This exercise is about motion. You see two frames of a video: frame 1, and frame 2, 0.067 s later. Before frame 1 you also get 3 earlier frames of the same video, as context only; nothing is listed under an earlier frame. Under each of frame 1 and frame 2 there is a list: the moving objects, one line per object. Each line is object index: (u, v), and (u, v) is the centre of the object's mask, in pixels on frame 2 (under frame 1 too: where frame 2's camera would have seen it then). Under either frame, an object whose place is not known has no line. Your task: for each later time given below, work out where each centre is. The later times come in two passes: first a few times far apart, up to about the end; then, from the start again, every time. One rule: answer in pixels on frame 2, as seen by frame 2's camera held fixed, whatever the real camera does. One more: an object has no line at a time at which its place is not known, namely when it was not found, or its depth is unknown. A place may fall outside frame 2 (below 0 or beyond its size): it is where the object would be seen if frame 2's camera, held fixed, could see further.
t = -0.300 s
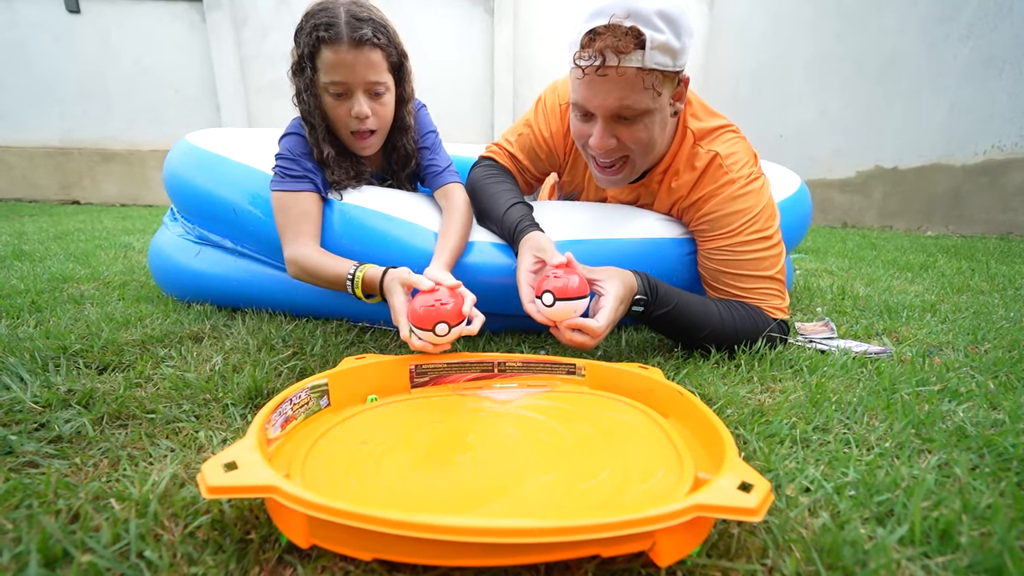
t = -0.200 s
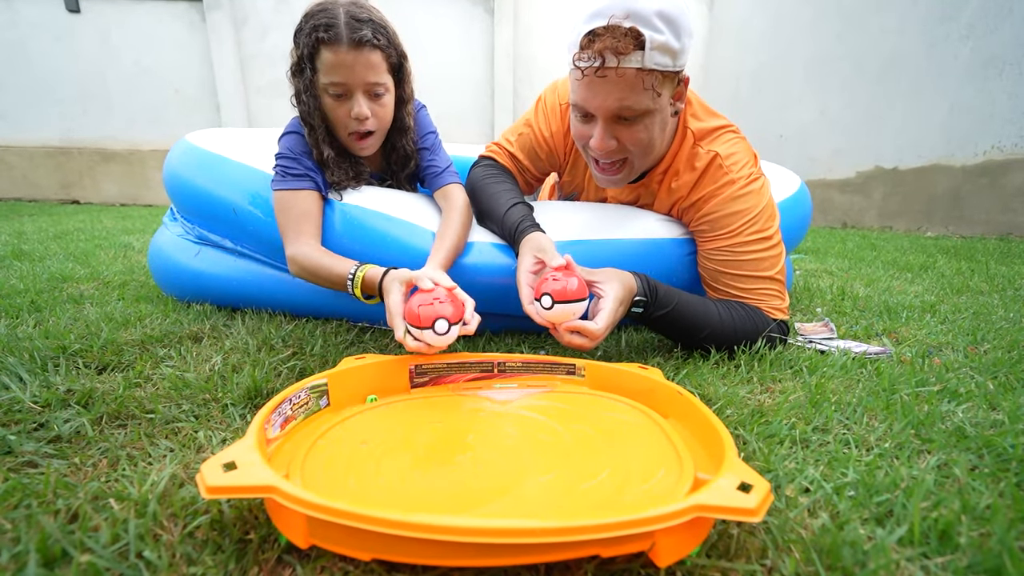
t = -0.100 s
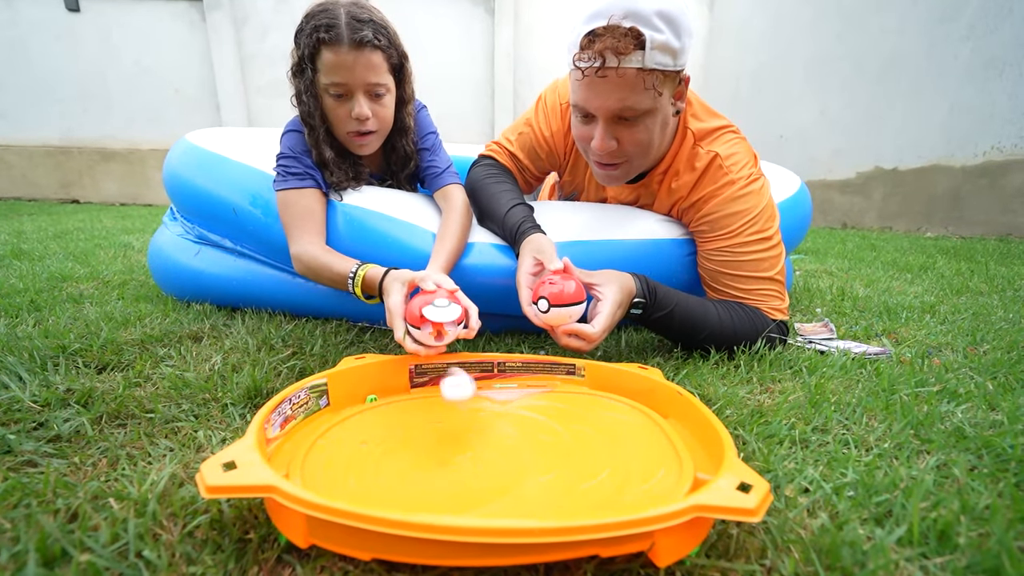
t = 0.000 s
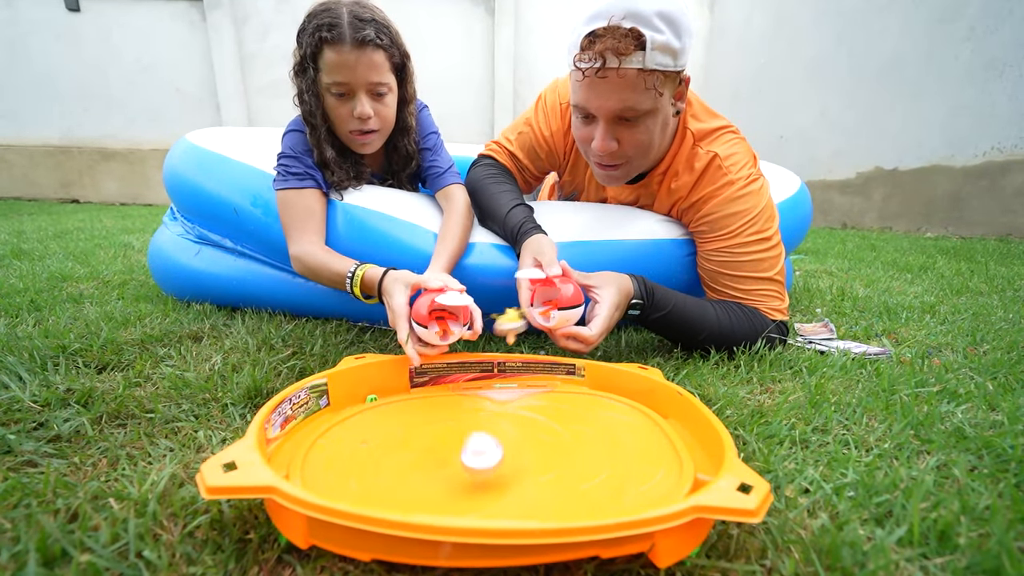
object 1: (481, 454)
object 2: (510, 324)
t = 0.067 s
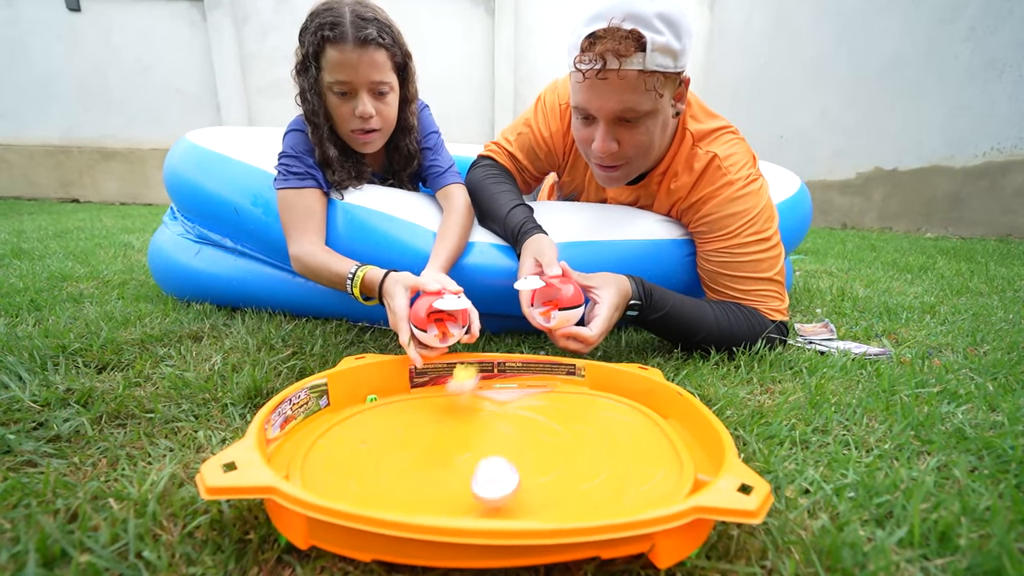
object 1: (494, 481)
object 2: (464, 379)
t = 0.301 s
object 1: (533, 492)
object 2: (307, 457)
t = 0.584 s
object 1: (529, 437)
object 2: (447, 467)
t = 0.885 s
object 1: (515, 400)
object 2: (456, 407)
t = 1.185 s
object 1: (466, 393)
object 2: (418, 396)
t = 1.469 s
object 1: (472, 415)
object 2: (382, 408)
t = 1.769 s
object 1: (477, 422)
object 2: (429, 451)
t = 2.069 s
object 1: (463, 422)
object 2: (474, 445)
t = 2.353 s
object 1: (437, 418)
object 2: (443, 446)
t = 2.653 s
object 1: (436, 415)
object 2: (424, 440)
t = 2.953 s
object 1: (441, 411)
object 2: (448, 437)
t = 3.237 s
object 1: (458, 407)
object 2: (441, 438)
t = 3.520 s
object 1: (465, 406)
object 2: (428, 453)
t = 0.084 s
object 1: (498, 489)
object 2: (450, 404)
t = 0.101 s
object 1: (501, 491)
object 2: (438, 408)
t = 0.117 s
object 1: (504, 490)
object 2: (424, 414)
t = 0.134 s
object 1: (507, 490)
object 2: (410, 419)
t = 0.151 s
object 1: (511, 492)
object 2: (397, 423)
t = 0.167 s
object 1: (514, 495)
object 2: (384, 429)
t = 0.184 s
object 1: (516, 496)
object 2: (373, 430)
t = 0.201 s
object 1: (519, 497)
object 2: (362, 435)
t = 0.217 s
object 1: (521, 497)
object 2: (350, 439)
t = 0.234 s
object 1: (524, 497)
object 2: (340, 442)
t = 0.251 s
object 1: (527, 496)
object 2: (330, 447)
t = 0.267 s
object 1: (529, 495)
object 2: (320, 451)
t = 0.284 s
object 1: (531, 494)
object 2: (313, 453)
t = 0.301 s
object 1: (533, 492)
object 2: (307, 457)
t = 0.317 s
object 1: (534, 490)
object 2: (309, 456)
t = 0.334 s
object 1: (535, 487)
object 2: (315, 457)
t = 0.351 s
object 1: (536, 482)
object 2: (320, 462)
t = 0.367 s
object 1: (536, 477)
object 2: (326, 467)
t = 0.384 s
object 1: (537, 475)
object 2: (334, 471)
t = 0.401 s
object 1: (537, 472)
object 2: (344, 470)
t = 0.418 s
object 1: (537, 468)
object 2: (353, 471)
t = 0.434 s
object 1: (536, 464)
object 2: (361, 470)
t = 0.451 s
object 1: (535, 460)
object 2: (370, 471)
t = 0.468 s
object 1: (535, 456)
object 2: (379, 473)
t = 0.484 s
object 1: (534, 453)
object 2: (389, 474)
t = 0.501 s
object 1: (533, 450)
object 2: (399, 475)
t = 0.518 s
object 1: (533, 447)
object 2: (409, 472)
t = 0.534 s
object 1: (532, 444)
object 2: (420, 471)
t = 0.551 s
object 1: (531, 442)
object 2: (429, 470)
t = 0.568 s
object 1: (530, 440)
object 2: (438, 469)
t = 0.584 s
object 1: (529, 437)
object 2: (447, 467)
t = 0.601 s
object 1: (528, 435)
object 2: (456, 463)
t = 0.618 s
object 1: (527, 433)
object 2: (464, 462)
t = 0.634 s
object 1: (527, 430)
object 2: (471, 457)
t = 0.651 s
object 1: (525, 428)
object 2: (478, 452)
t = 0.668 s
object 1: (522, 424)
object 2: (484, 450)
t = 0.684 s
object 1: (519, 423)
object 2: (488, 446)
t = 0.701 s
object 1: (518, 424)
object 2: (490, 442)
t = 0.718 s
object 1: (518, 421)
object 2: (487, 439)
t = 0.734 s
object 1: (519, 416)
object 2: (484, 436)
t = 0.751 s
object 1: (521, 413)
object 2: (479, 434)
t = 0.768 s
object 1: (522, 412)
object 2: (476, 429)
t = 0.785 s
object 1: (521, 411)
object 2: (473, 426)
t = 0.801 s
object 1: (521, 409)
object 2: (469, 423)
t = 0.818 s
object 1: (521, 407)
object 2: (467, 419)
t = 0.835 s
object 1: (520, 406)
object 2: (463, 416)
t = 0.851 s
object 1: (519, 403)
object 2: (461, 413)
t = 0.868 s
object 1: (517, 402)
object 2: (459, 410)
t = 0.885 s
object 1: (515, 400)
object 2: (456, 407)
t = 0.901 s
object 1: (513, 399)
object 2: (453, 403)
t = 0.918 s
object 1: (511, 397)
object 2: (451, 401)
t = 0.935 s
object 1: (508, 396)
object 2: (449, 398)
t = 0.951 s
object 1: (505, 394)
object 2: (447, 395)
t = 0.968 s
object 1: (502, 393)
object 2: (445, 393)
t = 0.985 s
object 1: (497, 392)
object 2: (442, 391)
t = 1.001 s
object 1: (494, 390)
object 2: (441, 390)
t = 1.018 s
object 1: (491, 390)
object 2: (439, 387)
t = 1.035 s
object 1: (487, 389)
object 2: (438, 386)
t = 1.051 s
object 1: (483, 389)
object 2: (436, 385)
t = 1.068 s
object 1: (480, 389)
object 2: (435, 385)
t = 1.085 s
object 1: (477, 389)
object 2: (434, 387)
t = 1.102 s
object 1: (473, 390)
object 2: (433, 388)
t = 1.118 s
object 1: (470, 390)
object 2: (431, 390)
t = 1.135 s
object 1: (466, 391)
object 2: (430, 390)
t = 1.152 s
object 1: (463, 391)
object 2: (429, 392)
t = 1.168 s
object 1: (462, 392)
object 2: (425, 394)
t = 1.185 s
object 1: (466, 393)
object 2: (418, 396)
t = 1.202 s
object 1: (469, 395)
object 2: (412, 396)
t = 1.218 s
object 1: (471, 396)
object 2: (406, 397)
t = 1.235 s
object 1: (474, 397)
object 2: (401, 398)
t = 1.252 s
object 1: (476, 398)
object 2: (396, 399)
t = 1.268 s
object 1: (478, 399)
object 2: (392, 398)
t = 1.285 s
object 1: (479, 400)
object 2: (388, 399)
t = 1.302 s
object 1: (480, 402)
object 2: (385, 399)
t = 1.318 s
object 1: (480, 404)
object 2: (382, 400)
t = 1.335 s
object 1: (480, 405)
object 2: (380, 401)
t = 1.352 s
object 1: (481, 406)
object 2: (378, 401)
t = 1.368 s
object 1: (480, 407)
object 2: (377, 401)
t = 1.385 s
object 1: (479, 408)
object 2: (377, 402)
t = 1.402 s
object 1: (478, 410)
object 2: (376, 403)
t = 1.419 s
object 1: (477, 410)
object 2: (377, 404)
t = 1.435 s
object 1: (475, 411)
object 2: (378, 404)
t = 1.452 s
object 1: (473, 412)
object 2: (380, 406)
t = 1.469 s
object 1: (472, 415)
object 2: (382, 408)
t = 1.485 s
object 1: (470, 415)
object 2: (385, 411)
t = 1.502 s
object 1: (468, 416)
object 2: (388, 413)
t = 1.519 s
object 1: (466, 417)
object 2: (393, 416)
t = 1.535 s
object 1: (464, 419)
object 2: (396, 420)
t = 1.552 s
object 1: (462, 420)
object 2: (401, 422)
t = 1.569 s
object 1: (460, 421)
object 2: (407, 426)
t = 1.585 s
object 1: (458, 421)
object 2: (413, 428)
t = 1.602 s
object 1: (457, 422)
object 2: (419, 432)
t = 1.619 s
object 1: (459, 422)
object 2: (421, 435)
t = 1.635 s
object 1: (462, 421)
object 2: (420, 437)
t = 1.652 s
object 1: (465, 421)
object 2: (420, 440)
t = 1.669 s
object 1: (468, 421)
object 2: (421, 442)
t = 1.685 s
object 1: (471, 421)
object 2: (422, 445)
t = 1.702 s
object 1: (473, 421)
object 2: (423, 447)
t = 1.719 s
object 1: (475, 421)
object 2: (424, 447)
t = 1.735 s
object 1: (476, 421)
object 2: (425, 449)
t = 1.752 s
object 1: (477, 421)
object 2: (427, 450)
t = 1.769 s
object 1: (477, 422)
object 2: (429, 451)
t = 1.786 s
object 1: (477, 422)
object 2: (431, 452)
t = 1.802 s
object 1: (477, 422)
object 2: (434, 454)
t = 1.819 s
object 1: (477, 422)
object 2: (437, 455)
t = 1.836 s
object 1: (477, 422)
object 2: (440, 455)
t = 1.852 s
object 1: (476, 423)
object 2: (444, 456)
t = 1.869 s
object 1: (476, 424)
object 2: (447, 456)
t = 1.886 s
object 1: (475, 424)
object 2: (450, 458)
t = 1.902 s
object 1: (475, 425)
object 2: (452, 458)
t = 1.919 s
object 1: (474, 424)
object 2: (455, 457)
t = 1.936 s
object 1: (474, 425)
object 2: (457, 457)
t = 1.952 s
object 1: (474, 424)
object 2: (459, 456)
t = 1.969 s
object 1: (473, 424)
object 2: (461, 455)
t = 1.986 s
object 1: (472, 423)
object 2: (463, 454)
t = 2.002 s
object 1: (470, 422)
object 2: (465, 451)
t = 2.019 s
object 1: (469, 422)
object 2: (467, 449)
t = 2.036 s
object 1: (467, 422)
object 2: (469, 447)
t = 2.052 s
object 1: (464, 422)
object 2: (472, 447)
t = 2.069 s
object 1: (463, 422)
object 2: (474, 445)
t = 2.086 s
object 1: (461, 423)
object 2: (476, 444)
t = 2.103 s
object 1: (460, 423)
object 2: (477, 443)
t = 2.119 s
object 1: (458, 424)
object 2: (479, 443)
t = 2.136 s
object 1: (457, 425)
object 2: (479, 442)
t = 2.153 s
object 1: (456, 425)
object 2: (479, 441)
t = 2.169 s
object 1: (454, 426)
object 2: (478, 440)
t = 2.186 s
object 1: (453, 425)
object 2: (477, 440)
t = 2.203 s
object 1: (451, 425)
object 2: (476, 440)
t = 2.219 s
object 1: (449, 424)
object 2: (475, 441)
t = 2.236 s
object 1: (447, 423)
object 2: (473, 442)
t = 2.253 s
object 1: (445, 423)
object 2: (469, 441)
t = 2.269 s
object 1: (443, 422)
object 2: (466, 443)
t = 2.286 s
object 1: (442, 421)
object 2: (462, 444)
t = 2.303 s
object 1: (440, 420)
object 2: (458, 443)
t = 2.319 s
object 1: (439, 419)
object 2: (453, 445)
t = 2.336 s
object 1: (438, 419)
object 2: (449, 446)
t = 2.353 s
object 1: (437, 418)
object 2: (443, 446)
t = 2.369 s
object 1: (437, 418)
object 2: (438, 445)
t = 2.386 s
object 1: (437, 418)
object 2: (433, 445)
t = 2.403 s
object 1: (437, 418)
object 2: (429, 445)
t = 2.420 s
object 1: (436, 419)
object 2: (425, 444)
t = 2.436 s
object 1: (437, 419)
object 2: (421, 443)
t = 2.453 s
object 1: (437, 420)
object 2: (418, 444)
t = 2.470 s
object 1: (437, 419)
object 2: (416, 445)
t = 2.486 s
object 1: (436, 420)
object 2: (413, 445)
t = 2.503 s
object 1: (436, 419)
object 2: (412, 445)
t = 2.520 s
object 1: (435, 419)
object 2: (410, 445)
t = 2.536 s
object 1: (435, 419)
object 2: (410, 445)
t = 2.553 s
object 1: (436, 419)
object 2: (411, 444)
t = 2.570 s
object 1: (435, 419)
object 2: (412, 444)
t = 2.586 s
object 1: (436, 418)
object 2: (414, 443)
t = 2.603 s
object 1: (436, 417)
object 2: (416, 443)
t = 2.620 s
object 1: (436, 416)
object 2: (419, 441)
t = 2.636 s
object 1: (436, 416)
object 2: (422, 442)
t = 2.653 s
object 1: (436, 415)
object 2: (424, 440)
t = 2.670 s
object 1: (436, 415)
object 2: (427, 440)
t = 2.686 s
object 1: (436, 415)
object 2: (429, 440)
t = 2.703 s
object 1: (436, 414)
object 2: (431, 439)
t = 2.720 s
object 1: (435, 414)
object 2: (434, 439)
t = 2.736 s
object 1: (435, 412)
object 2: (437, 438)
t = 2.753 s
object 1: (435, 413)
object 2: (439, 440)
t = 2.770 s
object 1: (436, 412)
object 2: (441, 440)
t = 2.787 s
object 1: (437, 412)
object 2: (443, 440)
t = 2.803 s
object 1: (437, 412)
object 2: (445, 439)
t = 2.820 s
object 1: (438, 411)
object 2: (447, 439)
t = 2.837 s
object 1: (438, 411)
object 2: (449, 438)
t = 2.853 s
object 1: (438, 411)
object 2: (450, 438)
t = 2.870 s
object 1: (438, 411)
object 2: (450, 437)
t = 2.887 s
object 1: (438, 411)
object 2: (450, 437)
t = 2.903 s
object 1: (439, 412)
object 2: (450, 437)
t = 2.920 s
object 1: (439, 411)
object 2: (450, 436)
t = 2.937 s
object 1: (440, 412)
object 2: (449, 436)
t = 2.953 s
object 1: (441, 411)
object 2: (448, 437)
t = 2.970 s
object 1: (442, 409)
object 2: (447, 438)
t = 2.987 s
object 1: (444, 408)
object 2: (445, 440)
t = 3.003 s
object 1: (445, 407)
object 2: (444, 441)
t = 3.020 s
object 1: (446, 406)
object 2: (442, 443)
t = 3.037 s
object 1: (448, 405)
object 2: (440, 443)
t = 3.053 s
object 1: (449, 404)
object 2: (439, 444)
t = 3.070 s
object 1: (450, 403)
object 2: (438, 444)
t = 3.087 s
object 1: (451, 403)
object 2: (437, 444)
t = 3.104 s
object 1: (452, 403)
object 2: (436, 444)
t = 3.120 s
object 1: (453, 403)
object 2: (435, 444)
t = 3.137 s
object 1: (454, 403)
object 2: (435, 444)
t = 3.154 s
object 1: (454, 403)
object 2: (435, 442)
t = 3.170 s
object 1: (455, 403)
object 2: (436, 442)
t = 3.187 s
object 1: (456, 404)
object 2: (437, 441)
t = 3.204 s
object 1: (456, 404)
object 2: (439, 439)
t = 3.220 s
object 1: (457, 406)
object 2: (440, 438)
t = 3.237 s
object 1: (458, 407)
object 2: (441, 438)
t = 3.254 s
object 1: (458, 406)
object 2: (443, 436)
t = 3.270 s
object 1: (458, 406)
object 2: (445, 435)
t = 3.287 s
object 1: (459, 406)
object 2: (448, 433)
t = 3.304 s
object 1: (459, 406)
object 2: (450, 432)
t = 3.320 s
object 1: (460, 405)
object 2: (452, 431)
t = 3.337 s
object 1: (461, 404)
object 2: (451, 434)
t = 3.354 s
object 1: (462, 404)
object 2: (451, 436)
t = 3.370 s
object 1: (464, 403)
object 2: (449, 439)
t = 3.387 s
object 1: (464, 401)
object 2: (447, 441)
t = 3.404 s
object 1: (465, 401)
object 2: (444, 444)
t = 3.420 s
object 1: (466, 400)
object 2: (442, 445)
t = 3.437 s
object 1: (466, 400)
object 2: (439, 447)
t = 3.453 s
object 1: (466, 401)
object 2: (436, 449)
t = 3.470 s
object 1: (465, 402)
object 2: (433, 450)
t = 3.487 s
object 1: (465, 403)
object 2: (432, 451)
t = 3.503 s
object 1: (465, 404)
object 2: (430, 452)
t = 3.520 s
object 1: (465, 406)
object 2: (428, 453)
